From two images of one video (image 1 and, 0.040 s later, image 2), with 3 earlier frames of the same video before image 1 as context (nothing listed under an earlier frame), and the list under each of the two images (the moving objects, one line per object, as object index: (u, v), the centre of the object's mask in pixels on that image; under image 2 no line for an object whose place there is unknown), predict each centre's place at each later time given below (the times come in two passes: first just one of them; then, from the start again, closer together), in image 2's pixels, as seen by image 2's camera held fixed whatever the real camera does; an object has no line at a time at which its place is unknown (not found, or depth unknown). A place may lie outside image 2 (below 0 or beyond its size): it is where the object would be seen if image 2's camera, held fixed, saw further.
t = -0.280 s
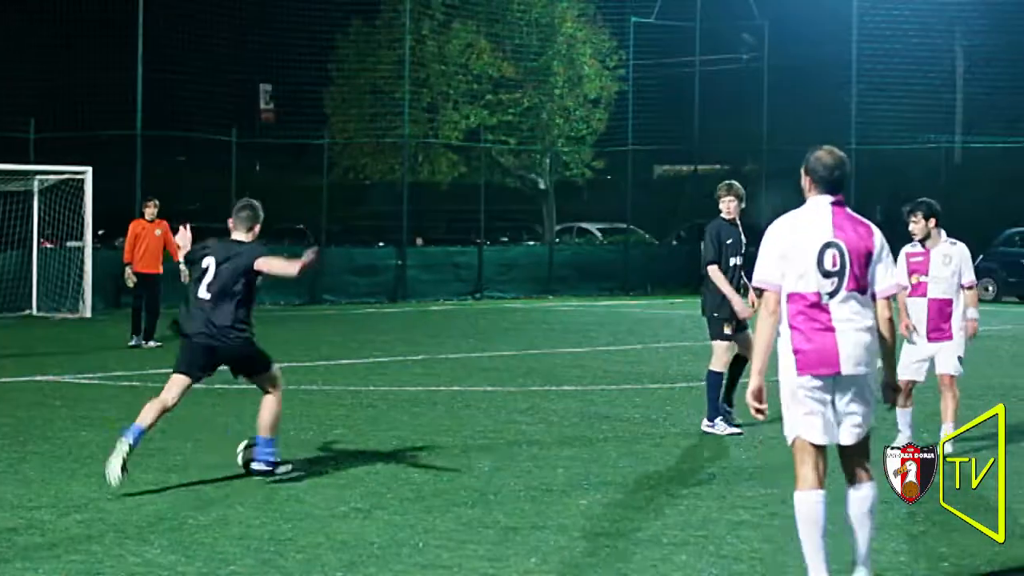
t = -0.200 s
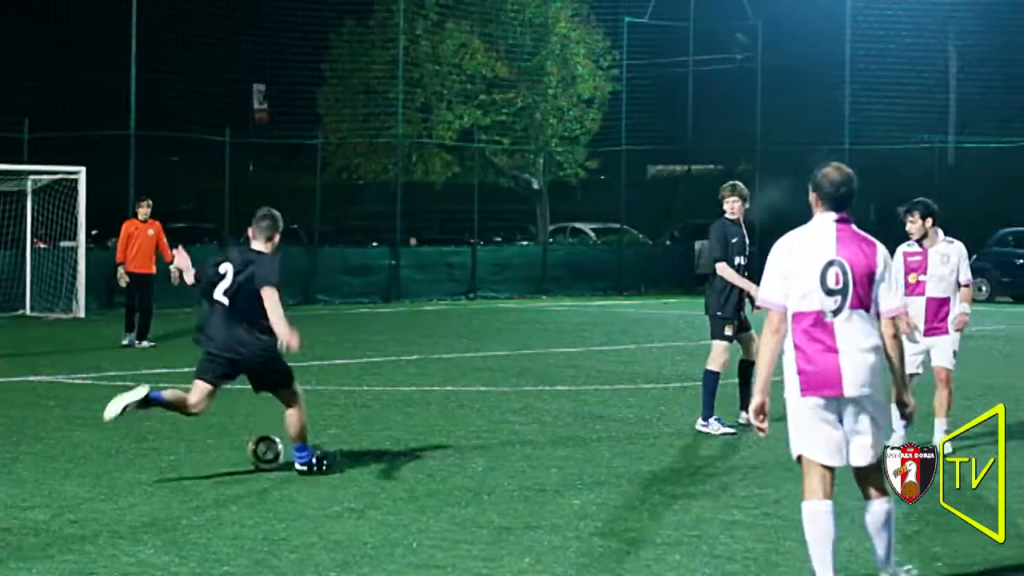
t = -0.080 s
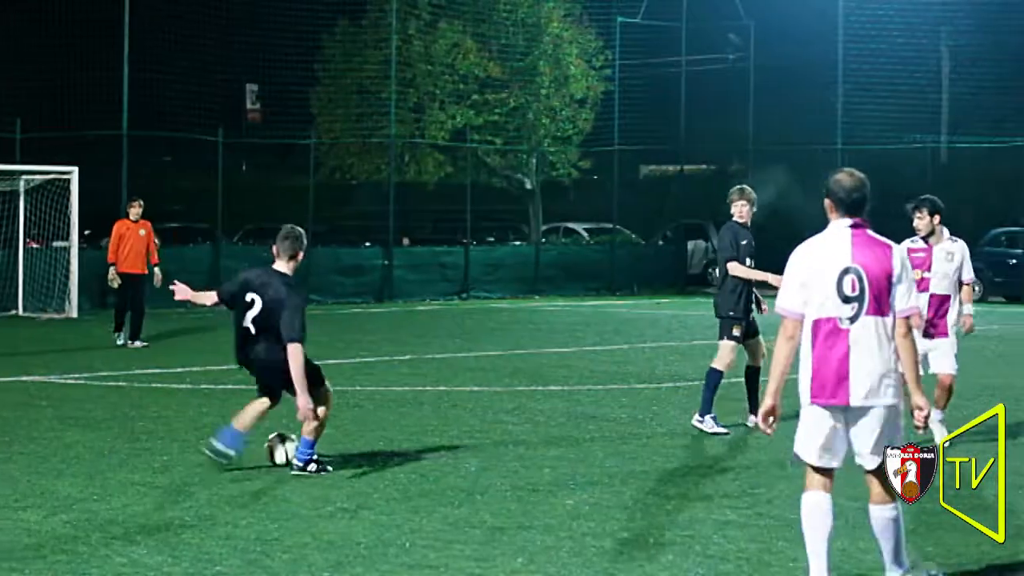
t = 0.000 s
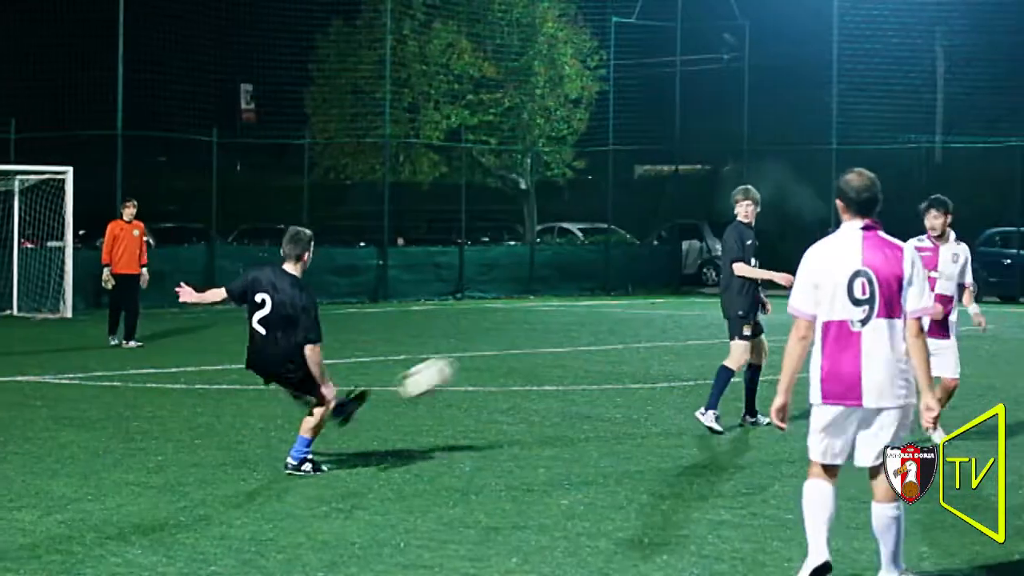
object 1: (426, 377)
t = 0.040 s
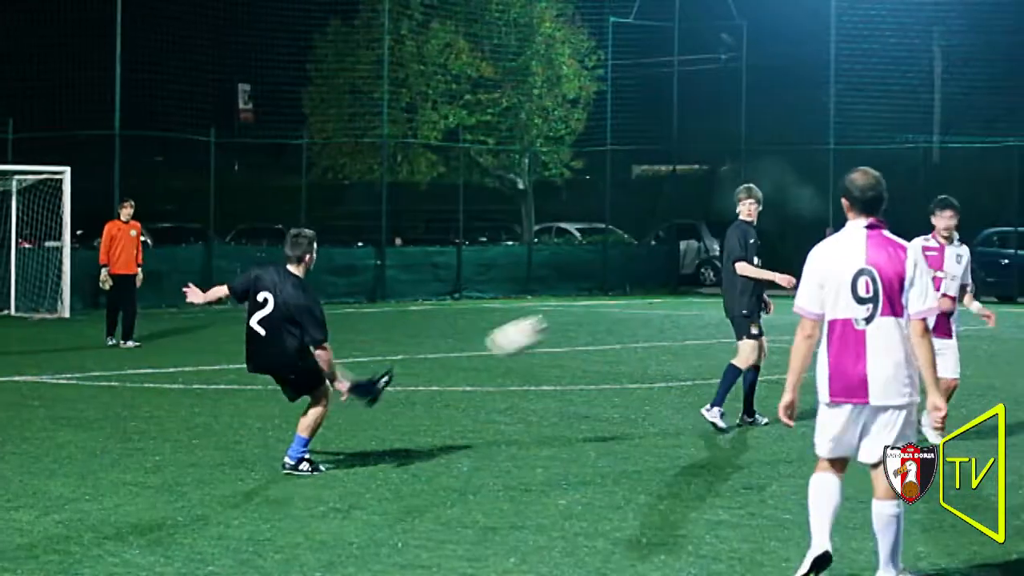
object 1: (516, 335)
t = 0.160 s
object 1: (778, 228)
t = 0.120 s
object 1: (693, 261)
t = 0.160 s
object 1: (778, 228)
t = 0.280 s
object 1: (1015, 148)
